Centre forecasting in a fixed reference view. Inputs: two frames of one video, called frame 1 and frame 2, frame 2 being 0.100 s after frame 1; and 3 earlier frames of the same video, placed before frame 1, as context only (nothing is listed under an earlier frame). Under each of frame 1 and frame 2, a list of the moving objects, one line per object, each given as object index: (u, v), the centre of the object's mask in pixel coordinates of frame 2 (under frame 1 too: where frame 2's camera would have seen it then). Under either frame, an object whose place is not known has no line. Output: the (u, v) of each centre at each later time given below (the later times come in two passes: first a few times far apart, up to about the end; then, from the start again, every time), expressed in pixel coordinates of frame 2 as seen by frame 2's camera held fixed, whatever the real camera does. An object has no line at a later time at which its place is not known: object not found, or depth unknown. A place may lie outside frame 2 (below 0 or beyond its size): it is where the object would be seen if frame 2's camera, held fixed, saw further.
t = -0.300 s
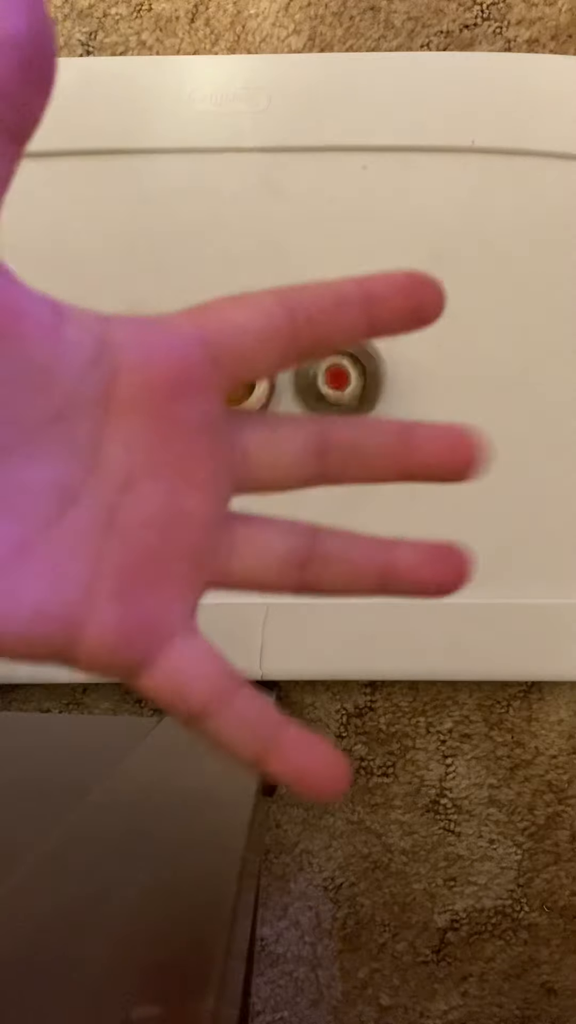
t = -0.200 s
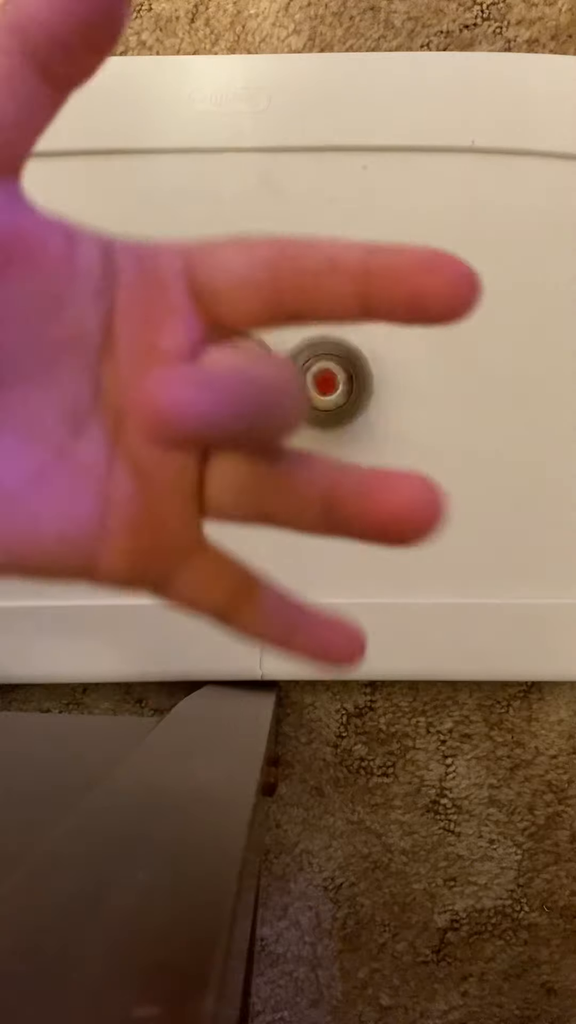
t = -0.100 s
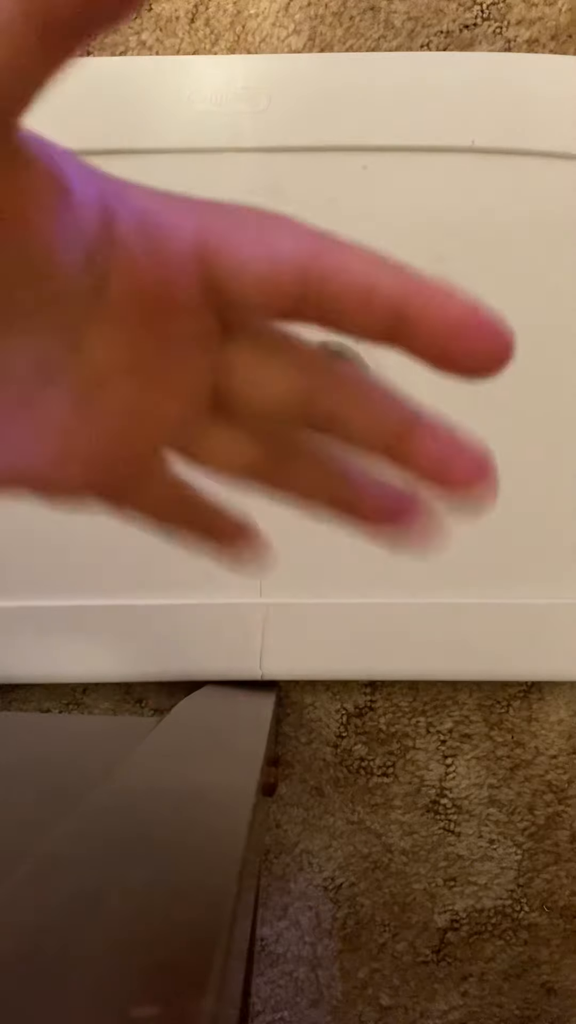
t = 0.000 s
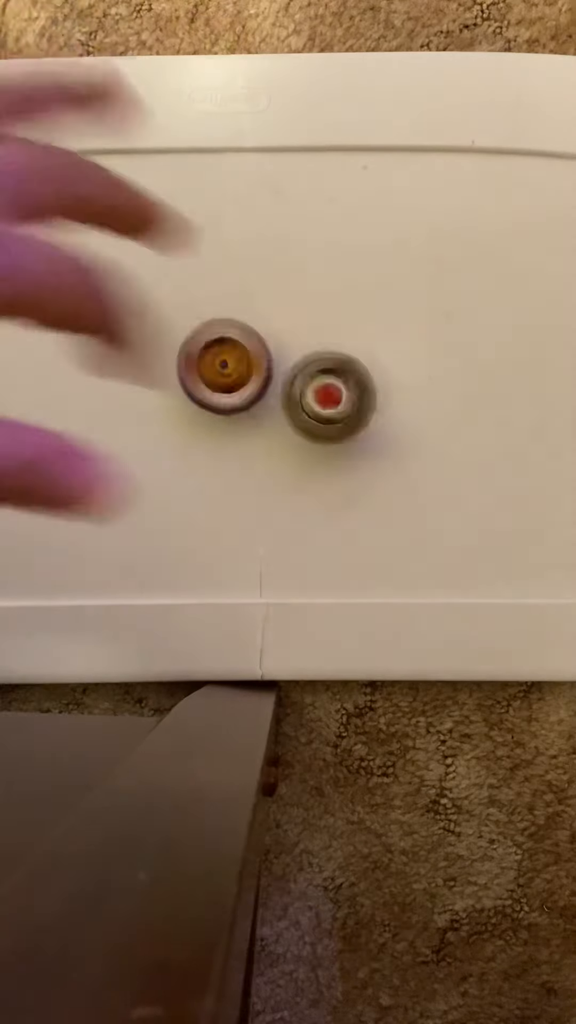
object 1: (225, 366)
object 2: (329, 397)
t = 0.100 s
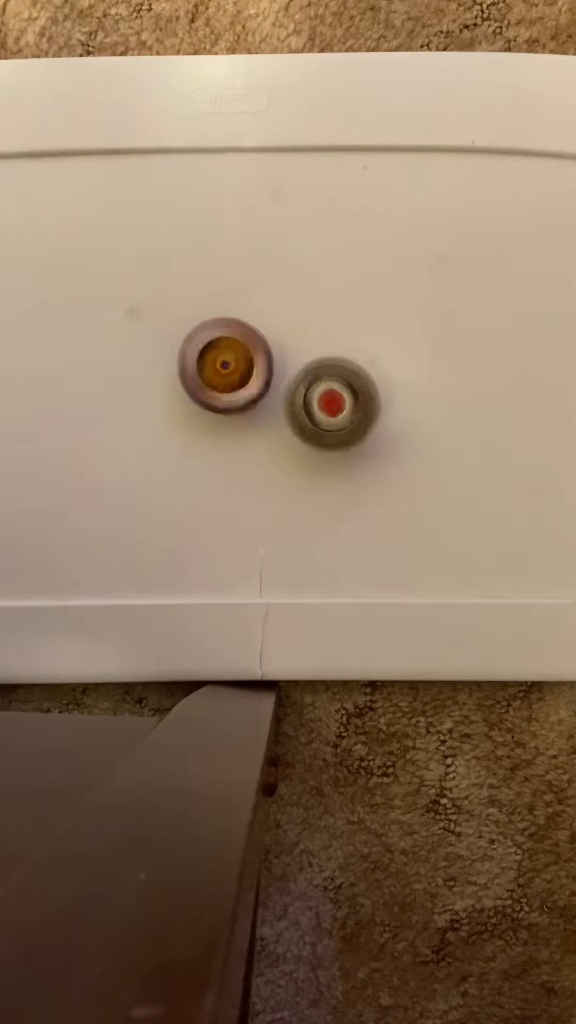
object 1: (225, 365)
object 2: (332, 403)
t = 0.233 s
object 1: (227, 363)
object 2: (333, 406)
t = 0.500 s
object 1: (226, 365)
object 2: (321, 409)
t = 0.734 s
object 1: (211, 356)
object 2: (318, 419)
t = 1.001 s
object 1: (194, 348)
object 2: (323, 424)
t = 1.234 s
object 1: (196, 345)
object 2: (311, 416)
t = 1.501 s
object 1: (208, 352)
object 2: (281, 418)
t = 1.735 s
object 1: (205, 348)
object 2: (298, 446)
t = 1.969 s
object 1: (205, 350)
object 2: (318, 442)
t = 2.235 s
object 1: (205, 357)
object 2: (307, 415)
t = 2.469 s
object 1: (190, 358)
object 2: (278, 417)
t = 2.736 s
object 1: (181, 358)
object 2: (268, 441)
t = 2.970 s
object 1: (184, 360)
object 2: (276, 446)
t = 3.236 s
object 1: (200, 369)
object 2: (277, 431)
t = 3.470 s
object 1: (202, 367)
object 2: (282, 426)
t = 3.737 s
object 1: (207, 353)
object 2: (290, 409)
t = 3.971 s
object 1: (208, 343)
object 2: (296, 402)
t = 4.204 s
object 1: (218, 344)
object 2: (297, 401)
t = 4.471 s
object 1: (219, 342)
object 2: (299, 401)
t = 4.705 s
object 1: (210, 338)
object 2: (299, 404)
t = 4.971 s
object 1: (206, 339)
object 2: (287, 404)
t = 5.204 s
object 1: (202, 342)
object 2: (274, 411)
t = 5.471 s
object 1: (159, 320)
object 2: (289, 412)
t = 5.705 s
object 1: (152, 319)
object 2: (275, 408)
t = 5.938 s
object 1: (158, 336)
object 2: (253, 422)
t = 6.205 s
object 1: (174, 369)
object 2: (273, 435)
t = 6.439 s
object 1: (164, 366)
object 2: (294, 400)
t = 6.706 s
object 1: (142, 356)
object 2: (280, 353)
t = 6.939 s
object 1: (103, 332)
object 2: (273, 370)
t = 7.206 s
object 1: (107, 310)
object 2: (263, 369)
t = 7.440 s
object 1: (136, 322)
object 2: (259, 381)
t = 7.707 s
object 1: (158, 371)
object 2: (261, 375)
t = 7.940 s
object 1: (148, 420)
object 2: (257, 372)
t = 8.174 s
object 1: (133, 438)
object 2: (241, 385)
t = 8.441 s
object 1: (133, 434)
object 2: (252, 392)
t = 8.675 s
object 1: (155, 429)
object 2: (236, 377)
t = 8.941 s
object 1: (115, 452)
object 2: (250, 327)
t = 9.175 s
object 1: (103, 428)
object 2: (249, 340)
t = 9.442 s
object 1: (147, 409)
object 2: (206, 341)
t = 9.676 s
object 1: (200, 437)
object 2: (216, 347)
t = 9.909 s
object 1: (224, 467)
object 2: (236, 348)
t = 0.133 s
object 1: (225, 364)
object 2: (333, 404)
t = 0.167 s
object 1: (226, 364)
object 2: (333, 405)
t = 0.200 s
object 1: (227, 362)
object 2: (333, 406)
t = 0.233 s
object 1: (227, 363)
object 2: (333, 406)
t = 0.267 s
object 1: (227, 364)
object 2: (333, 407)
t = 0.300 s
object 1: (225, 364)
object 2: (332, 407)
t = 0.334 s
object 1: (225, 363)
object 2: (332, 408)
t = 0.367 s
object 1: (227, 363)
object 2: (330, 408)
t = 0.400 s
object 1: (226, 364)
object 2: (329, 408)
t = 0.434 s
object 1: (226, 365)
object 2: (326, 409)
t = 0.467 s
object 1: (226, 365)
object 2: (323, 409)
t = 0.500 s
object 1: (226, 365)
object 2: (321, 409)
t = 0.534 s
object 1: (228, 366)
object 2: (318, 410)
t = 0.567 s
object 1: (227, 367)
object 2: (315, 410)
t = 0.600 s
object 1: (227, 366)
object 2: (313, 411)
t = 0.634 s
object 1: (226, 363)
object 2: (313, 412)
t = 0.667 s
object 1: (221, 359)
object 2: (316, 413)
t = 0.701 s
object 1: (216, 359)
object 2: (316, 416)
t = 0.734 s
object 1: (211, 356)
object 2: (318, 419)
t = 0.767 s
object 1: (207, 355)
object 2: (319, 421)
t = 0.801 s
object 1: (204, 353)
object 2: (321, 422)
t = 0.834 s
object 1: (202, 352)
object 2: (322, 423)
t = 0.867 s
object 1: (200, 352)
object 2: (322, 424)
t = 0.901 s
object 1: (198, 350)
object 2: (324, 425)
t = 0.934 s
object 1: (197, 350)
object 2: (324, 425)
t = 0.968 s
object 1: (196, 349)
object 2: (324, 425)
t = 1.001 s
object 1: (194, 348)
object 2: (323, 424)
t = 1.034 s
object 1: (195, 347)
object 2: (323, 422)
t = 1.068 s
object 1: (194, 347)
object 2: (323, 421)
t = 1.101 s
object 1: (194, 346)
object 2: (321, 420)
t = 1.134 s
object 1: (195, 345)
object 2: (320, 420)
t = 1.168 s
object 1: (195, 346)
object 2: (317, 418)
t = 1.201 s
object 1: (195, 346)
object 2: (314, 417)
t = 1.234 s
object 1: (196, 345)
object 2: (311, 416)
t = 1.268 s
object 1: (198, 346)
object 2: (308, 415)
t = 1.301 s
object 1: (198, 346)
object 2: (305, 415)
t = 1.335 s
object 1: (200, 347)
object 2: (301, 414)
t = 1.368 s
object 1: (202, 347)
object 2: (297, 415)
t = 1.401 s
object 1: (203, 348)
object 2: (292, 415)
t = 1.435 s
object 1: (205, 349)
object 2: (289, 415)
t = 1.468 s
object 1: (206, 351)
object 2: (285, 416)
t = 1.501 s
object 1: (208, 352)
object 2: (281, 418)
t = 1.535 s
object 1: (209, 352)
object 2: (280, 419)
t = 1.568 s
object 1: (207, 350)
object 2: (283, 423)
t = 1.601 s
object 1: (205, 347)
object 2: (287, 432)
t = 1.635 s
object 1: (204, 346)
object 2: (290, 437)
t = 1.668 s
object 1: (206, 346)
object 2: (294, 440)
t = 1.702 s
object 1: (205, 347)
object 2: (294, 443)
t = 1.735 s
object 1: (205, 348)
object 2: (298, 446)
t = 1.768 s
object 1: (205, 347)
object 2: (300, 448)
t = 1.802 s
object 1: (206, 349)
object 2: (305, 448)
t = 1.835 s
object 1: (205, 348)
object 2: (307, 448)
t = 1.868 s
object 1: (205, 350)
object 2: (311, 447)
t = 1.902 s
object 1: (205, 349)
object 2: (313, 447)
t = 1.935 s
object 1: (204, 350)
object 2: (317, 443)
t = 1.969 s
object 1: (205, 350)
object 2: (318, 442)
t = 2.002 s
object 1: (204, 351)
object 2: (320, 437)
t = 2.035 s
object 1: (204, 350)
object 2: (320, 434)
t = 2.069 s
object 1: (204, 350)
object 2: (320, 430)
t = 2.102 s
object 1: (205, 352)
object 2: (318, 427)
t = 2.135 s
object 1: (205, 352)
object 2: (317, 423)
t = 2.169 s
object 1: (205, 354)
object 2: (314, 420)
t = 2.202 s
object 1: (206, 355)
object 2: (310, 416)
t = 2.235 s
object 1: (205, 357)
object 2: (307, 415)
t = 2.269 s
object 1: (205, 357)
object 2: (301, 412)
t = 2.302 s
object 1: (205, 359)
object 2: (296, 412)
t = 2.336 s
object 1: (204, 360)
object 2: (291, 411)
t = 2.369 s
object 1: (203, 361)
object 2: (285, 412)
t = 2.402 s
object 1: (199, 359)
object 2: (285, 412)
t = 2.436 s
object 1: (194, 357)
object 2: (283, 414)
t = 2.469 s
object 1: (190, 358)
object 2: (278, 417)
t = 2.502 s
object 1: (186, 356)
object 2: (277, 420)
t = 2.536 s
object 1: (185, 357)
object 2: (274, 424)
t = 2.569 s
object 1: (182, 357)
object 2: (273, 426)
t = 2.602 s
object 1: (182, 357)
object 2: (270, 430)
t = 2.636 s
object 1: (181, 357)
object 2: (270, 433)
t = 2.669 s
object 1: (181, 357)
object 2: (269, 436)
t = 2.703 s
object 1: (181, 357)
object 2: (269, 439)
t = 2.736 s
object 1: (181, 358)
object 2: (268, 441)
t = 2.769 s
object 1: (180, 357)
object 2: (270, 443)
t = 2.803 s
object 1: (181, 358)
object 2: (269, 445)
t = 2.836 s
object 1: (181, 359)
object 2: (272, 446)
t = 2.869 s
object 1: (181, 359)
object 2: (272, 447)
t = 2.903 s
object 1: (182, 359)
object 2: (274, 447)
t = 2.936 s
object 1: (183, 360)
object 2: (274, 447)
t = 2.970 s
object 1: (184, 360)
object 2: (276, 446)
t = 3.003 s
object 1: (185, 361)
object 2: (275, 444)
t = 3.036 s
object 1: (187, 362)
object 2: (277, 442)
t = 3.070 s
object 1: (188, 364)
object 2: (275, 440)
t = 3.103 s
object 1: (191, 365)
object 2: (276, 438)
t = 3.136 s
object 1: (193, 368)
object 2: (273, 435)
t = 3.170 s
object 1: (196, 371)
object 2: (273, 433)
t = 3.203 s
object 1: (197, 369)
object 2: (275, 433)
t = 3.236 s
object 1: (200, 369)
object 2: (277, 431)
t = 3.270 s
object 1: (200, 368)
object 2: (279, 432)
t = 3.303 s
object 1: (201, 366)
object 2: (282, 431)
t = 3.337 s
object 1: (201, 367)
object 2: (281, 430)
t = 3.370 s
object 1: (201, 367)
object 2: (283, 431)
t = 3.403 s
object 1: (202, 367)
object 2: (283, 429)
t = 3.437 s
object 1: (201, 368)
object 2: (284, 428)
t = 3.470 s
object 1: (202, 367)
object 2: (282, 426)
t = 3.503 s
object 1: (202, 367)
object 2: (282, 424)
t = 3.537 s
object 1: (202, 365)
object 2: (283, 423)
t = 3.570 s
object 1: (203, 361)
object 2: (286, 420)
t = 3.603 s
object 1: (207, 361)
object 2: (285, 416)
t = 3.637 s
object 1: (206, 362)
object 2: (285, 416)
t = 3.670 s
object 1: (204, 358)
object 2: (287, 414)
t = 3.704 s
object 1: (206, 354)
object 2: (292, 411)
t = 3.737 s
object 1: (207, 353)
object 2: (290, 409)
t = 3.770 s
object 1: (207, 351)
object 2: (290, 410)
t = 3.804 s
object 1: (208, 351)
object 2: (290, 408)
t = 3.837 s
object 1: (208, 351)
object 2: (290, 407)
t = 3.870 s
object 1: (208, 350)
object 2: (290, 403)
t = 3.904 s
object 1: (209, 350)
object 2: (289, 403)
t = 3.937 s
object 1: (208, 347)
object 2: (292, 402)
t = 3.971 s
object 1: (208, 343)
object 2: (296, 402)
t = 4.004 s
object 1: (210, 342)
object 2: (297, 402)
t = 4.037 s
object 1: (211, 343)
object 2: (295, 403)
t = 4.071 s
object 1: (212, 342)
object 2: (298, 404)
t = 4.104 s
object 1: (215, 343)
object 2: (296, 403)
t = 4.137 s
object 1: (215, 344)
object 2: (298, 403)
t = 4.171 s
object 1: (218, 344)
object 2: (296, 402)
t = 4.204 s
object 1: (218, 344)
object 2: (297, 401)
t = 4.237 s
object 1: (218, 344)
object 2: (296, 400)
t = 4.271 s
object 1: (218, 342)
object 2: (299, 402)
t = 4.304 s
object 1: (219, 341)
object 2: (301, 401)
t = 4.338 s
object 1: (221, 343)
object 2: (299, 401)
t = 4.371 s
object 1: (219, 345)
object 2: (301, 401)
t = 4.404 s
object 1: (217, 342)
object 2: (302, 402)
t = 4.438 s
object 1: (219, 341)
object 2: (302, 401)
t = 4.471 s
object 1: (219, 342)
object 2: (299, 401)
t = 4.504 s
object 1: (218, 345)
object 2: (300, 402)
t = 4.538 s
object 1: (215, 344)
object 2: (298, 400)
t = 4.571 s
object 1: (215, 342)
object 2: (297, 400)
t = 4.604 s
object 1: (216, 343)
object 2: (295, 400)
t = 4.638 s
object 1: (214, 340)
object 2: (299, 400)
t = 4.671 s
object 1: (213, 339)
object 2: (299, 401)
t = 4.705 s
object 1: (210, 338)
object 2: (299, 404)
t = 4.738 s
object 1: (210, 338)
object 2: (299, 402)
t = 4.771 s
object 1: (208, 338)
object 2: (297, 404)
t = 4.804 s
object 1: (208, 338)
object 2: (298, 404)
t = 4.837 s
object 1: (208, 338)
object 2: (296, 404)
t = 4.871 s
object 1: (207, 338)
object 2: (294, 405)
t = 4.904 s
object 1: (207, 338)
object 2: (291, 405)
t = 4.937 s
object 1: (206, 339)
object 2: (289, 405)
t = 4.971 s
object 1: (206, 339)
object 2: (287, 404)
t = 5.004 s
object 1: (205, 340)
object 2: (284, 406)
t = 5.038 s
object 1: (205, 341)
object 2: (282, 406)
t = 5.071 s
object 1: (205, 341)
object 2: (278, 407)
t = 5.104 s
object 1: (204, 341)
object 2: (276, 408)
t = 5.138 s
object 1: (204, 341)
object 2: (273, 409)
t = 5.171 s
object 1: (204, 343)
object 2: (274, 411)
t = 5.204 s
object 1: (202, 342)
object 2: (274, 411)
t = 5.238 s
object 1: (196, 337)
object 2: (282, 415)
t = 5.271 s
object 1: (188, 334)
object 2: (287, 414)
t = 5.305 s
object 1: (183, 331)
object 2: (286, 413)
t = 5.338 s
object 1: (175, 330)
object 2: (283, 414)
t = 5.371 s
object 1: (170, 327)
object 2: (284, 415)
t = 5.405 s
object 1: (167, 326)
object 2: (285, 417)
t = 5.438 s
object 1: (161, 325)
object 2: (288, 416)
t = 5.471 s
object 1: (159, 320)
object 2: (289, 412)
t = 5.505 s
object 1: (156, 321)
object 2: (287, 411)
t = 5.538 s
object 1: (153, 319)
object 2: (285, 410)
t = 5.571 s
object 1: (154, 318)
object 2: (283, 410)
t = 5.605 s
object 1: (154, 318)
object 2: (283, 410)
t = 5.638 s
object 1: (154, 319)
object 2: (282, 408)
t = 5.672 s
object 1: (151, 320)
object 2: (278, 407)
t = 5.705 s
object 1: (152, 319)
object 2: (275, 408)
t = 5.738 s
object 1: (152, 320)
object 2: (271, 409)
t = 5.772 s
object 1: (151, 321)
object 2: (267, 410)
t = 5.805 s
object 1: (152, 322)
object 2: (264, 411)
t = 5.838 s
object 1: (153, 325)
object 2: (261, 414)
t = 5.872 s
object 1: (153, 327)
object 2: (258, 416)
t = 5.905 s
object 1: (157, 331)
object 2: (255, 419)
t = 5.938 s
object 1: (158, 336)
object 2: (253, 422)
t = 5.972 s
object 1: (161, 339)
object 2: (254, 423)
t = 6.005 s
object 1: (165, 347)
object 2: (253, 424)
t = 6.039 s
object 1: (167, 352)
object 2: (251, 426)
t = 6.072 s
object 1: (173, 357)
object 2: (251, 427)
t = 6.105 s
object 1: (175, 365)
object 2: (250, 428)
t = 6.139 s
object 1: (179, 369)
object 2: (252, 430)
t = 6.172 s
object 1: (178, 369)
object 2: (263, 433)
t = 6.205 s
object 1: (174, 369)
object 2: (273, 435)
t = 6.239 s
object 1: (169, 369)
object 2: (279, 434)
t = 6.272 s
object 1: (167, 368)
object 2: (284, 430)
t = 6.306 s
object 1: (164, 368)
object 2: (289, 426)
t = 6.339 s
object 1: (163, 366)
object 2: (292, 420)
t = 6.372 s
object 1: (163, 365)
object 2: (294, 414)
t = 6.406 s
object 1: (164, 365)
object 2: (295, 407)
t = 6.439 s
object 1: (164, 366)
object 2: (294, 400)
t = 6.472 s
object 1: (163, 365)
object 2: (292, 392)
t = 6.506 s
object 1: (164, 365)
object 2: (288, 386)
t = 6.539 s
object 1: (165, 366)
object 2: (282, 380)
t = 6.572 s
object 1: (166, 367)
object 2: (276, 372)
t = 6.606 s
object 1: (169, 364)
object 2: (268, 367)
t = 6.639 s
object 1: (162, 363)
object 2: (268, 365)
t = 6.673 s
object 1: (152, 357)
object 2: (278, 358)
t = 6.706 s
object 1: (142, 356)
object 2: (280, 353)
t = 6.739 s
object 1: (133, 354)
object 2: (279, 347)
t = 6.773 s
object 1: (126, 350)
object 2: (274, 345)
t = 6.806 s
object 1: (122, 348)
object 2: (266, 348)
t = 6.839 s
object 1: (116, 345)
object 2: (262, 354)
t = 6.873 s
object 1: (110, 340)
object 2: (263, 362)
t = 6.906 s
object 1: (106, 336)
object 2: (267, 369)
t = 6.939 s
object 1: (103, 332)
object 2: (273, 370)
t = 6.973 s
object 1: (103, 329)
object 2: (274, 368)
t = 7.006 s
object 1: (99, 328)
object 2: (271, 365)
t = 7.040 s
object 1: (97, 323)
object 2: (268, 365)
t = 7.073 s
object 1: (99, 318)
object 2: (266, 366)
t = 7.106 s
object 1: (102, 317)
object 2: (265, 368)
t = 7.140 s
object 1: (101, 317)
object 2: (264, 369)
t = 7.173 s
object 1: (102, 312)
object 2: (264, 369)
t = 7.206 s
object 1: (107, 310)
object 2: (263, 369)
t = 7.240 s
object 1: (111, 312)
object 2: (260, 368)
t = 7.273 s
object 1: (113, 312)
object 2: (257, 371)
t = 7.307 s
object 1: (117, 311)
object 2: (255, 374)
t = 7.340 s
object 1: (123, 313)
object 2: (254, 380)
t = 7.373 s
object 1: (127, 318)
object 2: (256, 384)
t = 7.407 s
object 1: (130, 320)
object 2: (259, 385)
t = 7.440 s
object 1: (136, 322)
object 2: (259, 381)
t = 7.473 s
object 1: (143, 328)
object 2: (257, 379)
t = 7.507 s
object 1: (147, 335)
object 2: (255, 380)
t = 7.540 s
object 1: (150, 340)
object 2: (254, 381)
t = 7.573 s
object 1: (153, 346)
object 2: (255, 381)
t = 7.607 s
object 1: (157, 352)
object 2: (257, 379)
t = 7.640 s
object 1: (159, 360)
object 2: (258, 377)
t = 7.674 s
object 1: (158, 365)
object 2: (260, 375)
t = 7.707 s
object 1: (158, 371)
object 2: (261, 375)
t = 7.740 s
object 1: (158, 376)
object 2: (262, 375)
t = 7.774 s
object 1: (157, 385)
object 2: (261, 375)
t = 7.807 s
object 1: (155, 395)
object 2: (260, 374)
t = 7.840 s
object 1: (151, 403)
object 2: (258, 373)
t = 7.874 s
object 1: (149, 409)
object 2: (259, 372)
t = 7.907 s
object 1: (149, 413)
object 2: (259, 372)
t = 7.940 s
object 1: (148, 420)
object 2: (257, 372)
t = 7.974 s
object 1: (145, 426)
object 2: (255, 373)
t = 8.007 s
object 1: (141, 428)
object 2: (252, 373)
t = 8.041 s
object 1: (142, 429)
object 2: (250, 374)
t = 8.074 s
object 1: (142, 434)
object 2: (248, 375)
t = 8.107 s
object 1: (138, 438)
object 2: (245, 379)
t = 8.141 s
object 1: (133, 439)
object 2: (242, 382)
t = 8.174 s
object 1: (133, 438)
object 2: (241, 385)
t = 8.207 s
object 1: (135, 440)
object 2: (243, 387)
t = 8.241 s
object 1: (131, 443)
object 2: (241, 392)
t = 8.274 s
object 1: (127, 441)
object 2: (242, 396)
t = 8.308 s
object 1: (129, 438)
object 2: (244, 395)
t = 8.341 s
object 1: (132, 440)
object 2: (246, 394)
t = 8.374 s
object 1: (129, 442)
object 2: (245, 392)
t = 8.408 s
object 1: (127, 438)
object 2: (249, 393)
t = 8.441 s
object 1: (133, 434)
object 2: (252, 392)
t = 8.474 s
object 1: (137, 436)
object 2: (250, 390)
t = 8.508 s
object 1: (136, 436)
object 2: (247, 388)
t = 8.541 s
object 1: (136, 433)
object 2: (247, 385)
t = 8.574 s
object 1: (142, 429)
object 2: (248, 379)
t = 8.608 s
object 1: (149, 428)
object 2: (243, 378)
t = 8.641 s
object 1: (152, 429)
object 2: (240, 380)
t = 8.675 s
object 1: (155, 429)
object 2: (236, 377)
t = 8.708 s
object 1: (159, 427)
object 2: (233, 377)
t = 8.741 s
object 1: (150, 433)
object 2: (241, 362)
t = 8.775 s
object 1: (141, 437)
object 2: (251, 347)
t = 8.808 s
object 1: (138, 439)
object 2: (254, 336)
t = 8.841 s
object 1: (137, 441)
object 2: (254, 328)
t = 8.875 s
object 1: (132, 448)
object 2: (253, 326)
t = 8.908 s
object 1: (124, 453)
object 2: (251, 326)
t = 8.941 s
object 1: (115, 452)
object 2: (250, 327)
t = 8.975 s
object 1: (110, 448)
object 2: (250, 329)
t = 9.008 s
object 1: (111, 444)
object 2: (252, 332)
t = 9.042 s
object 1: (111, 446)
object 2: (254, 336)
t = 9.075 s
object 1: (107, 446)
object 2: (254, 337)
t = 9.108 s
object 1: (102, 442)
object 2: (253, 337)
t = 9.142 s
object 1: (101, 435)
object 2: (252, 338)
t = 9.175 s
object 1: (103, 428)
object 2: (249, 340)
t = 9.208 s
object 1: (107, 424)
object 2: (244, 342)
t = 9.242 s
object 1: (111, 420)
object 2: (237, 346)
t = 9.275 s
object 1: (115, 416)
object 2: (229, 349)
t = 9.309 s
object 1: (121, 415)
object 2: (221, 349)
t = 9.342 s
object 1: (124, 414)
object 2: (216, 347)
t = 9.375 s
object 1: (128, 411)
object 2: (212, 344)
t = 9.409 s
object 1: (137, 408)
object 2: (209, 343)
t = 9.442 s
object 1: (147, 409)
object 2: (206, 341)
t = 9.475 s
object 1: (156, 415)
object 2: (205, 340)
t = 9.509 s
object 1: (161, 420)
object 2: (205, 340)
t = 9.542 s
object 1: (167, 419)
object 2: (206, 340)
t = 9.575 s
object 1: (177, 419)
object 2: (207, 340)
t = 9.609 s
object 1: (186, 422)
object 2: (209, 342)
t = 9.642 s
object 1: (195, 427)
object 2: (212, 344)
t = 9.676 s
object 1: (200, 437)
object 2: (216, 347)
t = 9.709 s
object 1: (201, 443)
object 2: (220, 348)
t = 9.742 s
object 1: (204, 445)
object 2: (226, 350)
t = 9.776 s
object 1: (210, 445)
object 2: (231, 350)
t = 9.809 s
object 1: (218, 449)
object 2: (235, 348)
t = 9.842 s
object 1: (222, 455)
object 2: (237, 347)
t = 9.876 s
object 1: (224, 461)
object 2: (237, 347)
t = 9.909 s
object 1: (224, 467)
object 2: (236, 348)
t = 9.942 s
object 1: (221, 470)
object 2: (232, 350)
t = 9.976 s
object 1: (219, 470)
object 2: (228, 351)
